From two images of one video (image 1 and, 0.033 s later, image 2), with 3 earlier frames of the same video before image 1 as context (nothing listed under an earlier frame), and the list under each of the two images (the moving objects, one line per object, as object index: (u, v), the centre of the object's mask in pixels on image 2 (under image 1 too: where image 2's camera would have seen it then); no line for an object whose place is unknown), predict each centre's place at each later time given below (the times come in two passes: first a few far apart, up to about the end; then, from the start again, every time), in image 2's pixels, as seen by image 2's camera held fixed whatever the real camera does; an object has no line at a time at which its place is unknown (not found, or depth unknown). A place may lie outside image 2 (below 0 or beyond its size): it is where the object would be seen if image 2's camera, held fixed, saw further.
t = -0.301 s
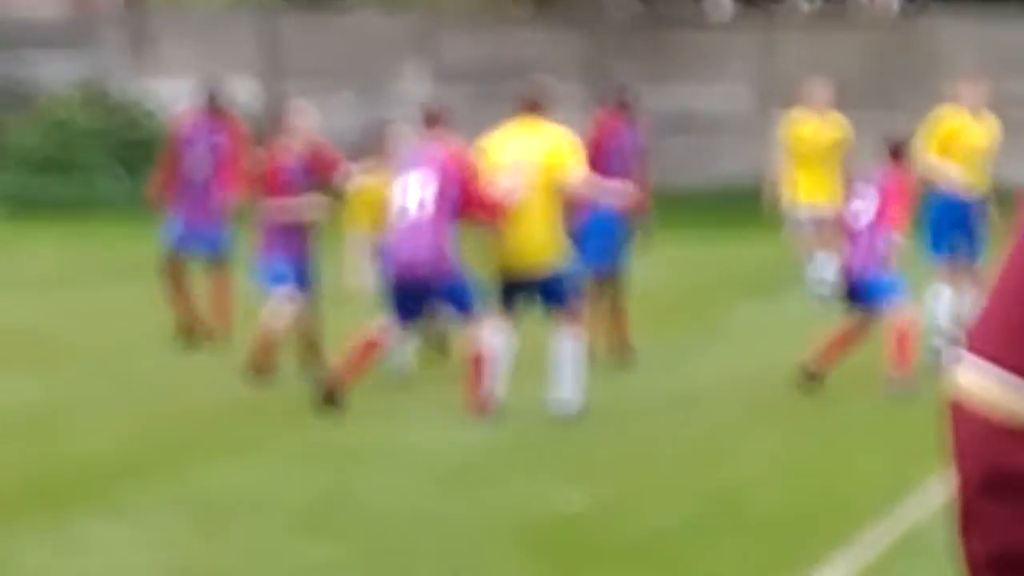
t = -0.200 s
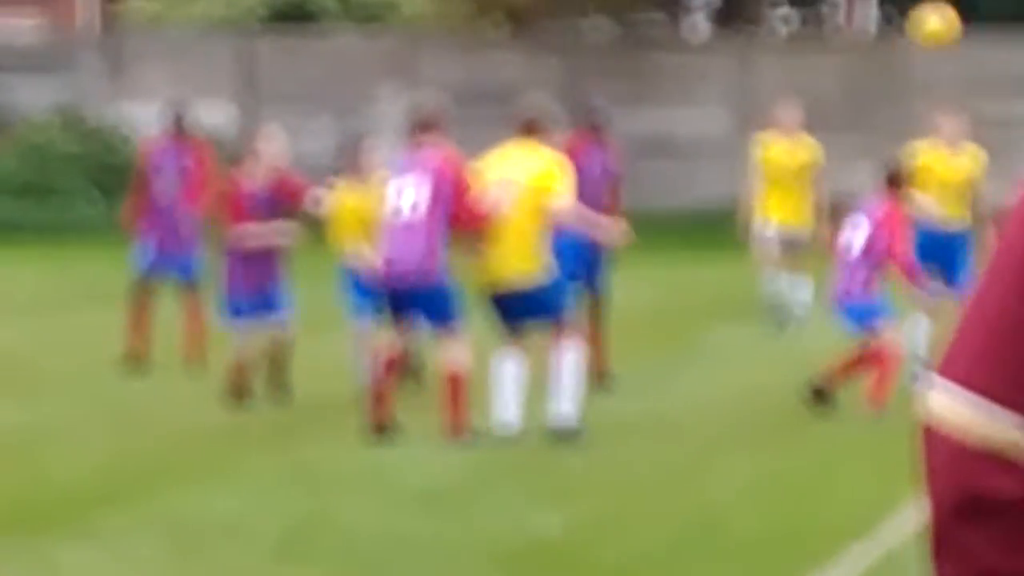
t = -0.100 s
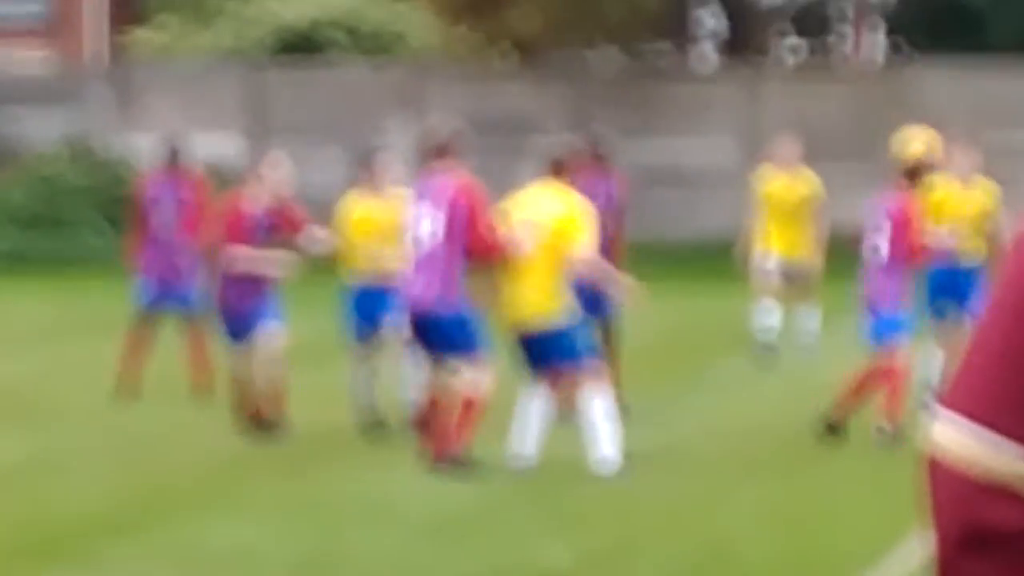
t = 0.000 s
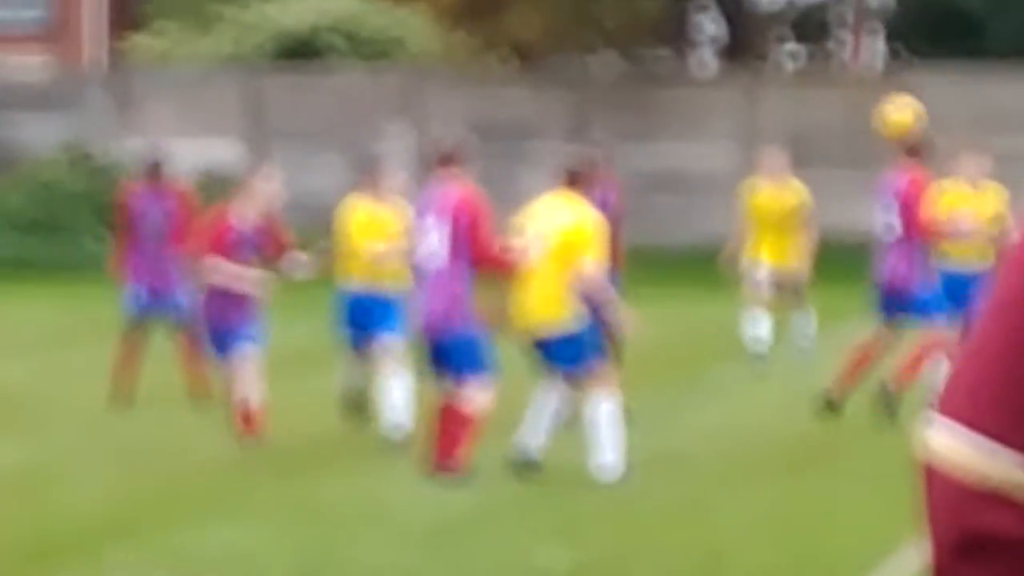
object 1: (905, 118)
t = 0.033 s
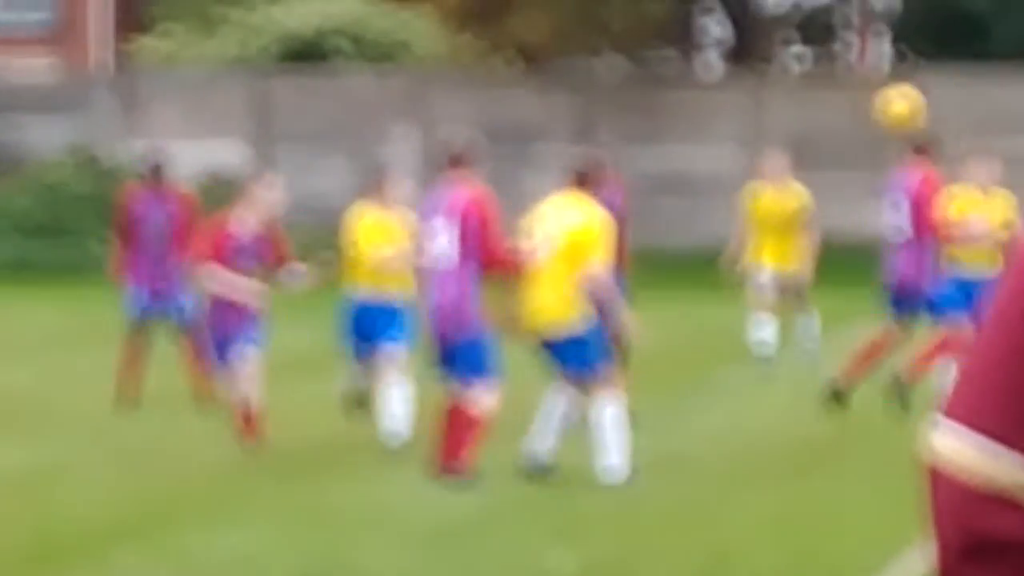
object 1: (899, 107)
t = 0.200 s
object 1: (871, 76)
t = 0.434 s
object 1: (832, 117)
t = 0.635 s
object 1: (803, 223)
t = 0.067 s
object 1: (895, 96)
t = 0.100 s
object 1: (887, 88)
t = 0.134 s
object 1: (881, 81)
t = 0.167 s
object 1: (877, 79)
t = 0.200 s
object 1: (871, 76)
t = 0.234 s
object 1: (864, 77)
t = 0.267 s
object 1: (861, 78)
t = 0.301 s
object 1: (854, 83)
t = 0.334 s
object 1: (848, 88)
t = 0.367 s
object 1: (844, 97)
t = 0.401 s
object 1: (838, 106)
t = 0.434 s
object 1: (832, 117)
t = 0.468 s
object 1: (827, 131)
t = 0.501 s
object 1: (823, 144)
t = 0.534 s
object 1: (817, 162)
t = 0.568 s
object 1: (812, 179)
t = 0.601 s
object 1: (806, 200)
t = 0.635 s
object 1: (803, 223)
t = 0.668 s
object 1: (795, 247)
